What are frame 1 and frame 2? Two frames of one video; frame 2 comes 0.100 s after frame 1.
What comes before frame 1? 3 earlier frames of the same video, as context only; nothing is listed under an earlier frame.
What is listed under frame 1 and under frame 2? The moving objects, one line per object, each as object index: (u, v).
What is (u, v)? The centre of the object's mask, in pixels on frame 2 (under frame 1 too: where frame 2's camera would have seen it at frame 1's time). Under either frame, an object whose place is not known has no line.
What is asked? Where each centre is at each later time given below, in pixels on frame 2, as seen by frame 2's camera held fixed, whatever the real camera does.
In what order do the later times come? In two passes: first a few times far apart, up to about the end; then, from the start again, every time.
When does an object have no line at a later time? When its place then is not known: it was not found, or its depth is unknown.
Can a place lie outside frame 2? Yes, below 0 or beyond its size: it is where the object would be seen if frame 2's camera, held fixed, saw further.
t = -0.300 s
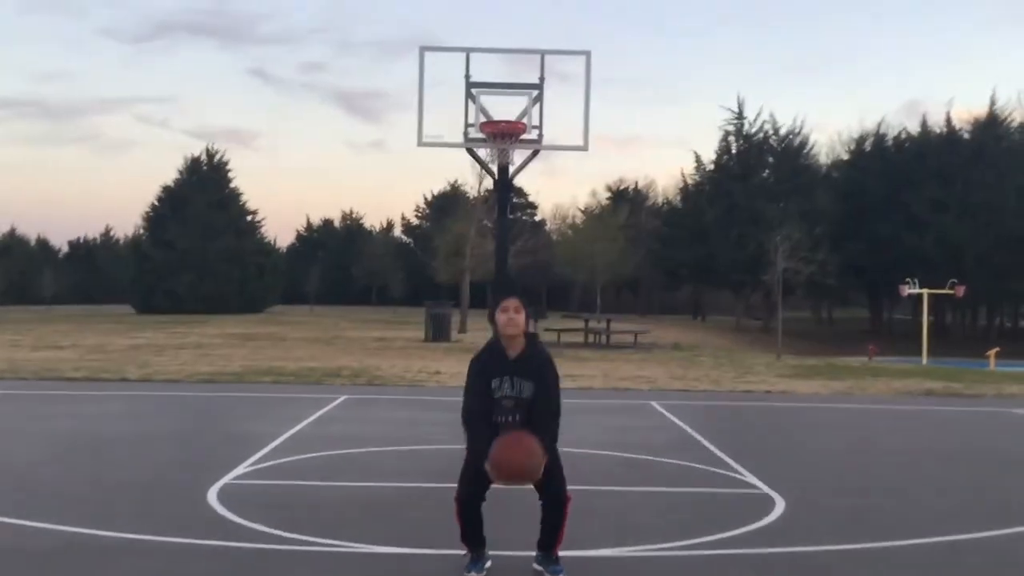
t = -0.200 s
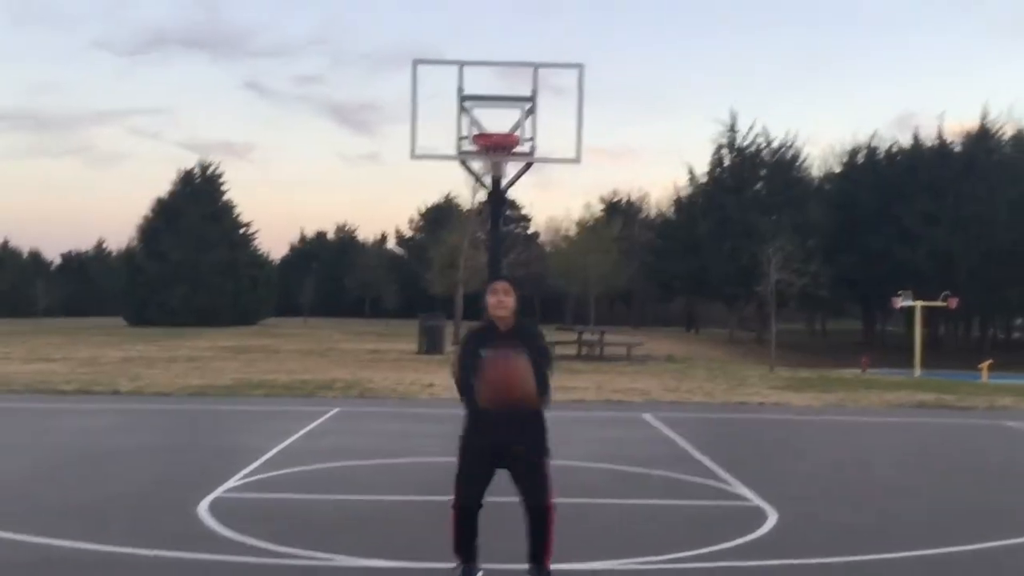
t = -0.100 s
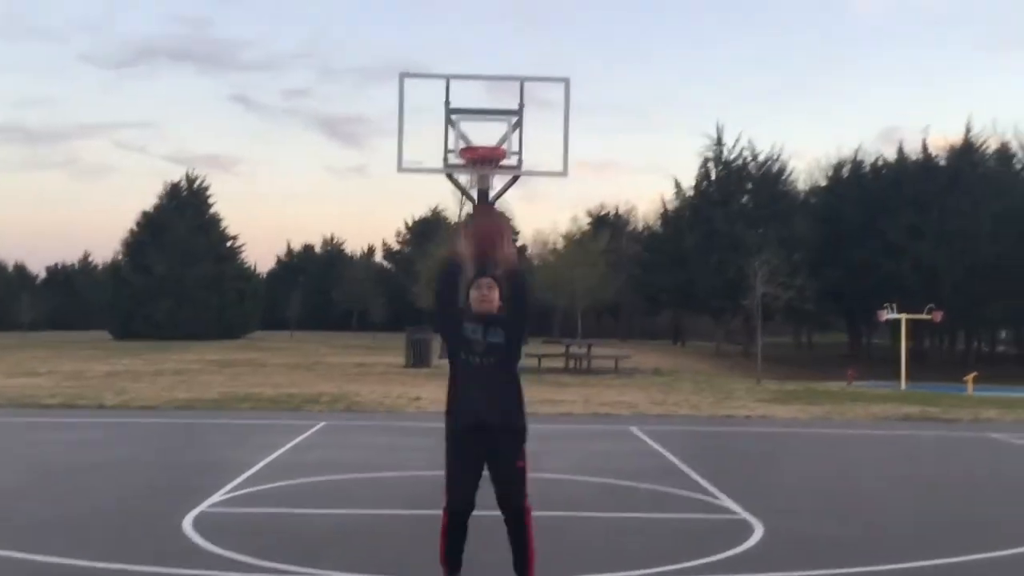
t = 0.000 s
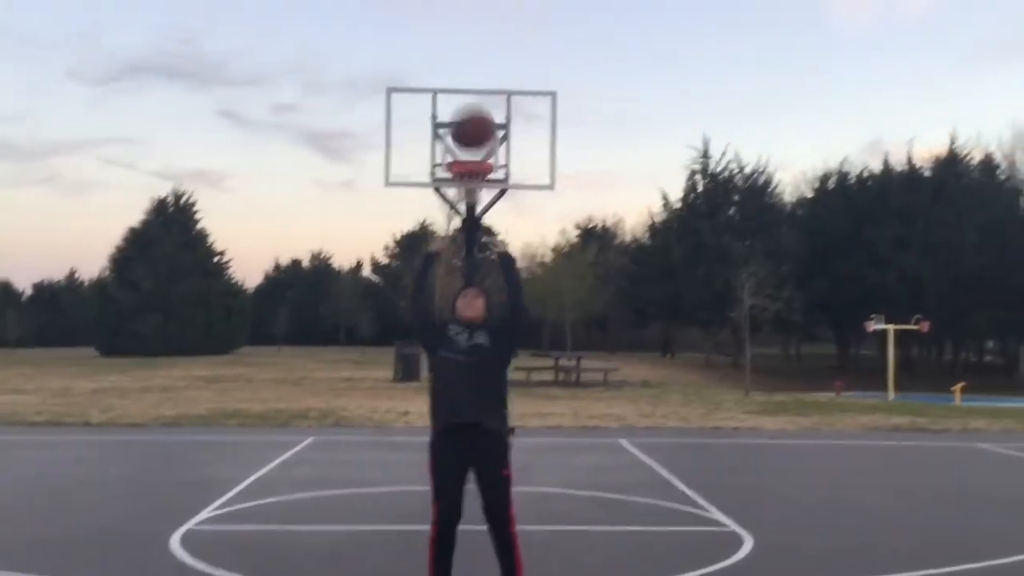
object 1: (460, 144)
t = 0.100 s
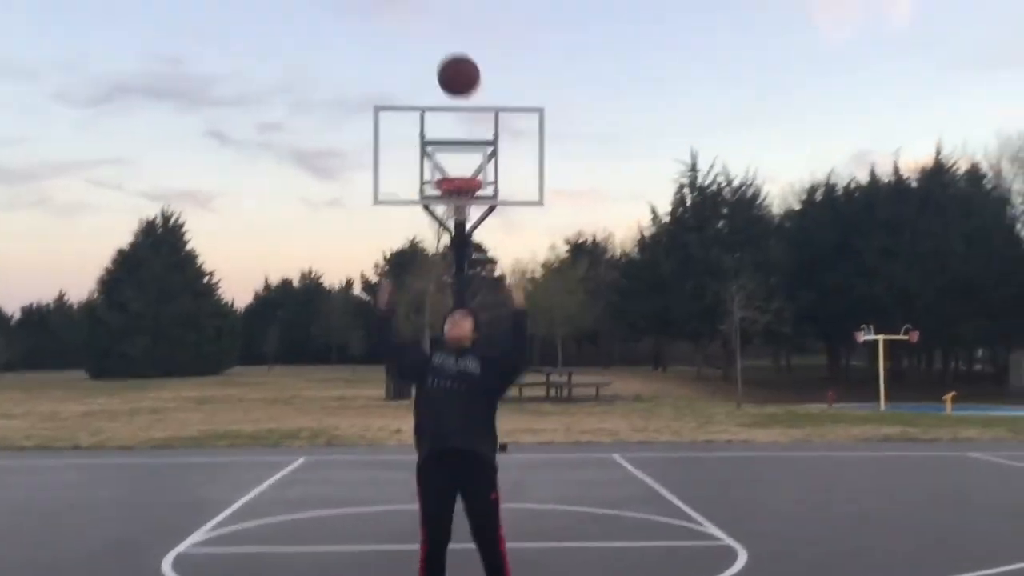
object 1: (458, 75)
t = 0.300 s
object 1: (455, 11)
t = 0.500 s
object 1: (455, 14)
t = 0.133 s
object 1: (457, 58)
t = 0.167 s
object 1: (457, 44)
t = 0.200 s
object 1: (456, 32)
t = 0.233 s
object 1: (456, 23)
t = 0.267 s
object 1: (455, 16)
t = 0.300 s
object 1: (455, 11)
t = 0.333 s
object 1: (455, 8)
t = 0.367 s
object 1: (455, 6)
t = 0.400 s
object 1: (455, 6)
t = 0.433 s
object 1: (455, 7)
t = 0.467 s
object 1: (455, 10)
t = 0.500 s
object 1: (455, 14)
